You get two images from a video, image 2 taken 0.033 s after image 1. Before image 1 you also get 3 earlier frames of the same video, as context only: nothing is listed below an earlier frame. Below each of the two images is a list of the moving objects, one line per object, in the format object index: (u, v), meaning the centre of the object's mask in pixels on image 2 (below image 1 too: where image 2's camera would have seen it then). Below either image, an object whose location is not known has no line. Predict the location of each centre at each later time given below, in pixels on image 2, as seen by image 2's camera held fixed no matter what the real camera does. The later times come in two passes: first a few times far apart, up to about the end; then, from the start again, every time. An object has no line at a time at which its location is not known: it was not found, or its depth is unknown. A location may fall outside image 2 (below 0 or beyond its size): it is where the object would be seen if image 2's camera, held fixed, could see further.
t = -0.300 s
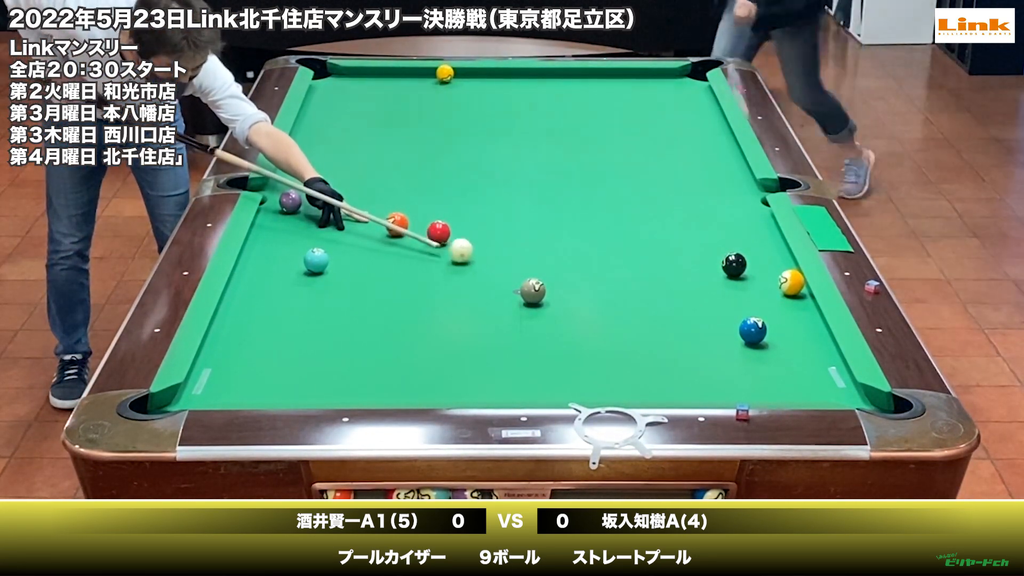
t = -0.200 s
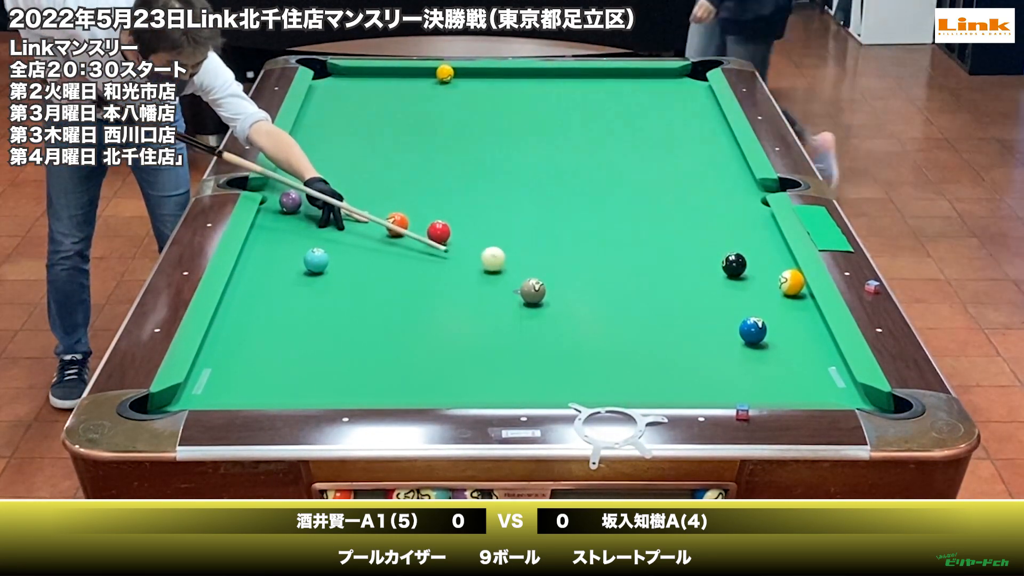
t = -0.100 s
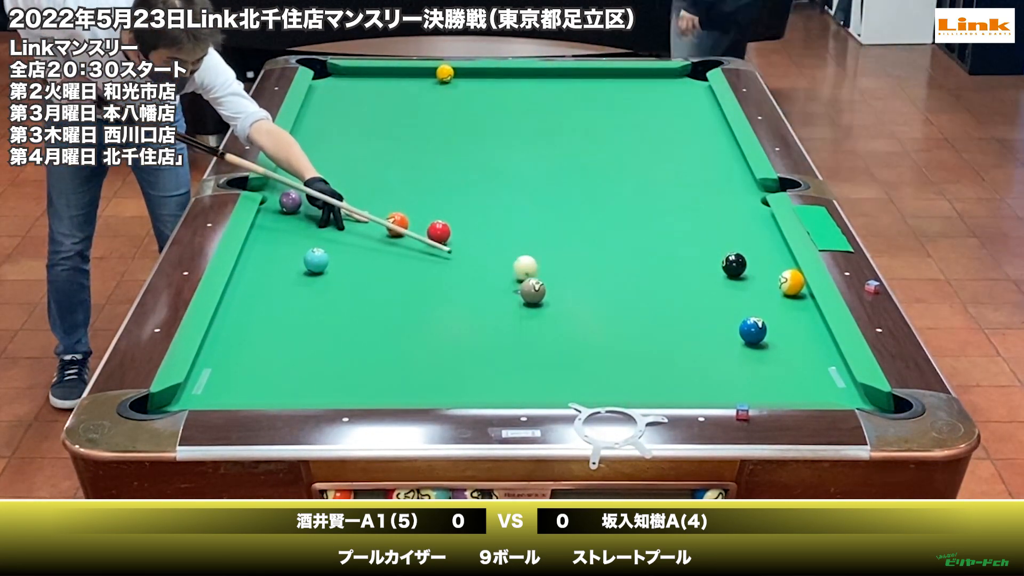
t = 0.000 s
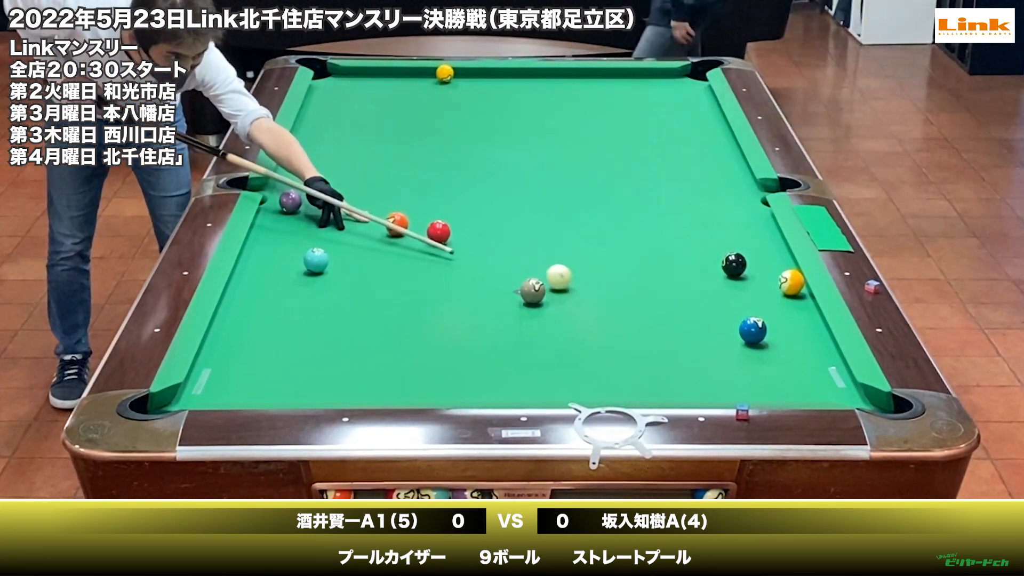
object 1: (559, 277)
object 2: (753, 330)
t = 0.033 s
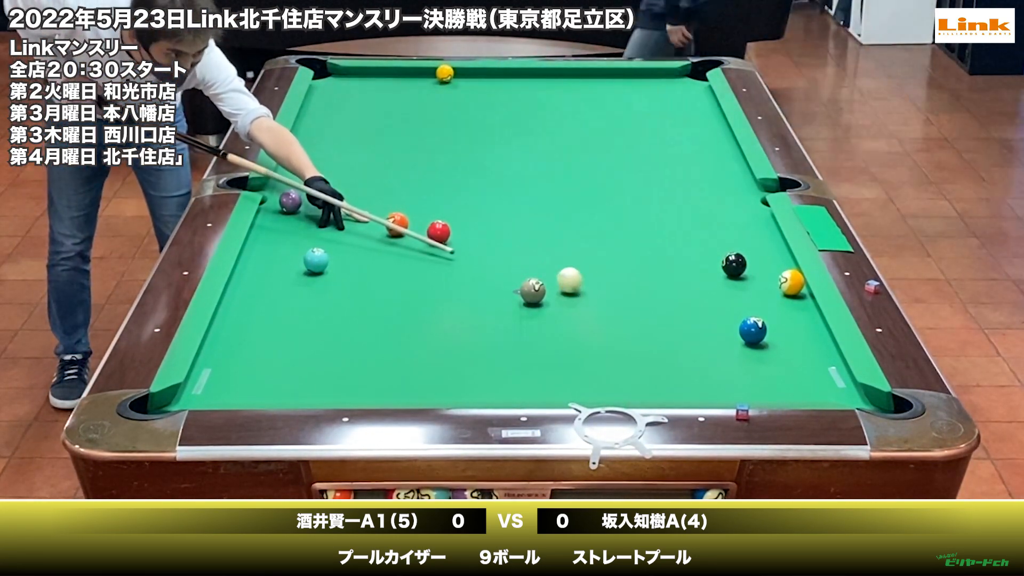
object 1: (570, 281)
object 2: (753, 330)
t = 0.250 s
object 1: (645, 301)
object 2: (753, 330)
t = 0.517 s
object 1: (729, 324)
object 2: (765, 333)
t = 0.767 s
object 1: (749, 328)
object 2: (825, 350)
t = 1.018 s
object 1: (767, 334)
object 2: (801, 359)
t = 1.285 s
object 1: (785, 339)
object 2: (777, 369)
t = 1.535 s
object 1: (800, 343)
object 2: (756, 377)
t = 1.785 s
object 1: (812, 345)
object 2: (736, 384)
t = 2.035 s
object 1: (823, 347)
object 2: (717, 389)
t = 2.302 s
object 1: (821, 349)
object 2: (699, 392)
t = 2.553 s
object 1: (819, 349)
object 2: (686, 391)
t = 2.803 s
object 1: (819, 350)
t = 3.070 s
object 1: (819, 350)
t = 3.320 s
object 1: (819, 350)
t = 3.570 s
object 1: (818, 349)
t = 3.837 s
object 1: (818, 349)
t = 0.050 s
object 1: (576, 282)
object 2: (753, 330)
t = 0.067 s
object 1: (582, 284)
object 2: (753, 330)
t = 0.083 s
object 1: (587, 286)
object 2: (753, 330)
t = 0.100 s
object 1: (592, 287)
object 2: (753, 330)
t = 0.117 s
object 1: (598, 289)
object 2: (753, 330)
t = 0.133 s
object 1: (604, 290)
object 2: (753, 330)
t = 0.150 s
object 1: (610, 292)
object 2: (753, 330)
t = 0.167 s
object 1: (615, 293)
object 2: (753, 330)
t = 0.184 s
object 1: (621, 295)
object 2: (753, 330)
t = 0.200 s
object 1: (627, 296)
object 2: (753, 330)
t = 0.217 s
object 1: (633, 298)
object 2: (753, 330)
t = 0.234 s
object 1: (639, 300)
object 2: (753, 330)
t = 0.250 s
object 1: (645, 301)
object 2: (753, 330)
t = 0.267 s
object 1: (651, 303)
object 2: (753, 330)
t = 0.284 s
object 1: (657, 305)
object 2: (753, 330)
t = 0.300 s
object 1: (662, 306)
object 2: (753, 330)
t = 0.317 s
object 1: (668, 308)
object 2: (753, 330)
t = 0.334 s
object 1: (675, 309)
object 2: (753, 330)
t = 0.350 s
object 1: (681, 310)
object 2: (753, 330)
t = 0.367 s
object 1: (686, 313)
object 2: (753, 330)
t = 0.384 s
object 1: (692, 314)
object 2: (753, 330)
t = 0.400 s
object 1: (698, 316)
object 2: (753, 330)
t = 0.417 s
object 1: (704, 317)
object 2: (753, 330)
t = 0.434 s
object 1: (710, 319)
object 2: (753, 330)
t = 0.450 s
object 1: (716, 320)
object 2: (753, 330)
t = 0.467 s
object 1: (723, 322)
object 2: (753, 330)
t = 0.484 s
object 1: (728, 324)
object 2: (753, 330)
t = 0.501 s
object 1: (728, 324)
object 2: (759, 332)
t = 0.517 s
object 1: (729, 324)
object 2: (765, 333)
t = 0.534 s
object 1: (730, 324)
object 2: (770, 335)
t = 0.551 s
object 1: (731, 324)
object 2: (775, 336)
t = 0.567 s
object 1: (733, 324)
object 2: (780, 337)
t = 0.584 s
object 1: (734, 325)
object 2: (784, 338)
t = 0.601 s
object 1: (735, 325)
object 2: (788, 339)
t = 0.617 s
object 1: (737, 325)
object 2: (792, 341)
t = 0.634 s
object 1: (738, 326)
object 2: (796, 342)
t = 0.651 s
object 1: (739, 326)
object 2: (800, 343)
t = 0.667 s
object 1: (741, 326)
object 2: (804, 344)
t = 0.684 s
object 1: (742, 327)
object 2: (809, 345)
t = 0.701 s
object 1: (743, 328)
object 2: (813, 346)
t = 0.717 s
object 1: (745, 328)
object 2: (817, 347)
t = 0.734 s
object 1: (746, 328)
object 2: (821, 348)
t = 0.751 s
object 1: (747, 328)
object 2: (825, 349)
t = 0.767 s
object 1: (749, 328)
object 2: (825, 350)
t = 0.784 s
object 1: (750, 329)
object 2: (823, 351)
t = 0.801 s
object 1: (751, 330)
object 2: (821, 351)
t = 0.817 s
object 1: (752, 330)
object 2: (820, 352)
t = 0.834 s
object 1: (753, 330)
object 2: (818, 352)
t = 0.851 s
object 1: (754, 331)
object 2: (817, 353)
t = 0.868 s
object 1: (756, 331)
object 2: (815, 354)
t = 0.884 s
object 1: (757, 331)
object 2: (814, 354)
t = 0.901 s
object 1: (759, 332)
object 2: (812, 355)
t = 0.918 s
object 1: (760, 332)
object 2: (810, 356)
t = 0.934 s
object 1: (761, 332)
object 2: (809, 356)
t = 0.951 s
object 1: (762, 333)
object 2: (807, 357)
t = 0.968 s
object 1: (763, 333)
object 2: (806, 358)
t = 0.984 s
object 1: (765, 333)
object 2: (804, 358)
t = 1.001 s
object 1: (766, 333)
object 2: (803, 359)
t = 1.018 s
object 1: (767, 334)
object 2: (801, 359)
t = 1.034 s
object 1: (768, 334)
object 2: (799, 360)
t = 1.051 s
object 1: (769, 334)
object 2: (798, 361)
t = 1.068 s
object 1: (770, 335)
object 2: (796, 361)
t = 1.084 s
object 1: (771, 335)
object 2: (795, 362)
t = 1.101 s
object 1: (773, 335)
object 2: (793, 362)
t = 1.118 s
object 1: (774, 336)
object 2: (792, 363)
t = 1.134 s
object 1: (775, 336)
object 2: (790, 363)
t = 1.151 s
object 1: (776, 336)
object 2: (789, 364)
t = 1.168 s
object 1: (777, 337)
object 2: (788, 364)
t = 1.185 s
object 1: (778, 337)
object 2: (786, 365)
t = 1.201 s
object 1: (779, 337)
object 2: (785, 365)
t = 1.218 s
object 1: (780, 337)
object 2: (783, 366)
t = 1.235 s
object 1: (782, 337)
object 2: (782, 366)
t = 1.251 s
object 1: (783, 338)
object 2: (780, 367)
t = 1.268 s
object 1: (784, 338)
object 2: (779, 368)
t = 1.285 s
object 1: (785, 339)
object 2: (777, 369)
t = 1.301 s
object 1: (786, 339)
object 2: (776, 369)
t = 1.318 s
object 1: (787, 339)
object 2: (774, 370)
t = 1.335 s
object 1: (788, 340)
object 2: (773, 370)
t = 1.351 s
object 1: (789, 340)
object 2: (771, 371)
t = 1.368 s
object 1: (790, 340)
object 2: (770, 372)
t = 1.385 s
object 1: (791, 340)
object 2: (768, 372)
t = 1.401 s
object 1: (792, 341)
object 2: (767, 372)
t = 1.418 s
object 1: (793, 341)
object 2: (766, 373)
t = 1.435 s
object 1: (794, 341)
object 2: (764, 373)
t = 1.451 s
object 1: (795, 341)
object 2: (763, 374)
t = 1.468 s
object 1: (796, 342)
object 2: (761, 374)
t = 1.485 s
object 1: (797, 342)
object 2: (760, 375)
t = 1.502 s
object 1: (798, 342)
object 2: (759, 376)
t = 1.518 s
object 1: (799, 342)
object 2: (757, 376)
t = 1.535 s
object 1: (800, 343)
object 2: (756, 377)
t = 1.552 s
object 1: (801, 343)
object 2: (754, 377)
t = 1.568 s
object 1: (802, 343)
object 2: (753, 378)
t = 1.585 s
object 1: (803, 343)
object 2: (751, 378)
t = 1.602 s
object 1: (803, 343)
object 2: (750, 379)
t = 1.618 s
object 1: (804, 343)
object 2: (749, 379)
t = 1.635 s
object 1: (805, 344)
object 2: (747, 380)
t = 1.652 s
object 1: (805, 344)
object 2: (746, 381)
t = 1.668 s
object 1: (806, 344)
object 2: (745, 381)
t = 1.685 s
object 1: (808, 344)
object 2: (743, 381)
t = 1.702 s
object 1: (808, 345)
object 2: (742, 382)
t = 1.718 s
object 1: (809, 345)
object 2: (741, 382)
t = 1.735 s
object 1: (810, 345)
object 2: (739, 383)
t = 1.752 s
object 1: (811, 345)
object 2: (738, 383)
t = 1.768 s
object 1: (812, 345)
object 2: (737, 383)
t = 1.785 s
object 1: (812, 345)
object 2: (736, 384)
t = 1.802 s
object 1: (813, 345)
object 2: (734, 384)
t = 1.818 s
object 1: (814, 346)
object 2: (733, 385)
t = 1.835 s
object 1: (815, 346)
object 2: (732, 385)
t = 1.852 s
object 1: (816, 346)
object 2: (730, 386)
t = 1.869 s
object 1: (817, 346)
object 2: (729, 386)
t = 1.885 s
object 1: (817, 346)
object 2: (728, 386)
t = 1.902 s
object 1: (818, 346)
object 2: (727, 386)
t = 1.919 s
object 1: (818, 347)
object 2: (726, 387)
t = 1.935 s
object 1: (819, 347)
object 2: (724, 387)
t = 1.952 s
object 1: (820, 347)
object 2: (723, 387)
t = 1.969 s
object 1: (820, 347)
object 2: (722, 388)
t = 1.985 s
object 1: (821, 347)
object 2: (721, 388)
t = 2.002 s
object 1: (822, 347)
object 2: (719, 388)
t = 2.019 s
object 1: (822, 347)
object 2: (718, 388)
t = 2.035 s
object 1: (823, 347)
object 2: (717, 389)
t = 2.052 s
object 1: (823, 348)
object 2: (716, 389)
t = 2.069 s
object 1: (824, 348)
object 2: (715, 389)
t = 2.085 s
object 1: (824, 348)
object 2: (713, 389)
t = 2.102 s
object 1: (824, 348)
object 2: (712, 390)
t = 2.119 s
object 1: (824, 348)
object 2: (711, 390)
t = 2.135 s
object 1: (824, 348)
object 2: (710, 390)
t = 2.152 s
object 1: (823, 348)
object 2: (709, 390)
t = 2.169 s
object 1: (823, 348)
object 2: (708, 390)
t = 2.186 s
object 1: (823, 348)
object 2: (707, 391)
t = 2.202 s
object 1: (823, 349)
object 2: (705, 391)
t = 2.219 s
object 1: (822, 349)
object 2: (704, 391)
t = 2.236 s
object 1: (822, 349)
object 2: (703, 391)
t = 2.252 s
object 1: (822, 349)
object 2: (702, 391)
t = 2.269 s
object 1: (822, 349)
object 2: (701, 392)
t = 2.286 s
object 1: (821, 349)
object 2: (700, 392)
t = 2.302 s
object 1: (821, 349)
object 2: (699, 392)
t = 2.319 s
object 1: (821, 349)
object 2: (698, 392)
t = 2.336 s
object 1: (821, 349)
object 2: (697, 392)
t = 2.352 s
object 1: (821, 349)
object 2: (696, 392)
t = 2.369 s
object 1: (821, 349)
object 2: (695, 392)
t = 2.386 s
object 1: (821, 349)
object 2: (694, 392)
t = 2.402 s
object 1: (821, 349)
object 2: (693, 392)
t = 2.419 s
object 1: (820, 349)
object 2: (692, 392)
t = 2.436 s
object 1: (820, 349)
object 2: (691, 392)
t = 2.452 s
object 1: (820, 349)
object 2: (691, 391)
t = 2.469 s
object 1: (820, 349)
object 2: (690, 391)
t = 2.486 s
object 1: (820, 349)
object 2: (689, 391)
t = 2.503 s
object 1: (820, 349)
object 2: (688, 391)
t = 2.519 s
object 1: (819, 349)
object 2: (688, 391)
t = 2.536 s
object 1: (819, 349)
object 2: (687, 391)
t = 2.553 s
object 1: (819, 349)
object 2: (686, 391)
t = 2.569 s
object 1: (819, 349)
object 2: (685, 391)
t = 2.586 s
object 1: (819, 349)
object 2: (685, 391)
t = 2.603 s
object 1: (819, 349)
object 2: (684, 391)
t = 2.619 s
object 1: (819, 349)
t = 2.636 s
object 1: (819, 349)
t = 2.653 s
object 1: (819, 350)
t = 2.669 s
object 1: (819, 350)
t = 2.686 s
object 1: (819, 349)
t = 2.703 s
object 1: (819, 349)
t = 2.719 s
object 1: (819, 349)
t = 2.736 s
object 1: (819, 349)
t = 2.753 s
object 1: (819, 350)
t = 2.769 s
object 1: (818, 350)
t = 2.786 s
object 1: (818, 350)
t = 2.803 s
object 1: (819, 350)
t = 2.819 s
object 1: (819, 349)
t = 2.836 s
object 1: (819, 350)
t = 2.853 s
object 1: (819, 350)
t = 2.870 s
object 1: (818, 350)
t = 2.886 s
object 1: (819, 350)
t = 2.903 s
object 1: (818, 350)
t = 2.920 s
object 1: (819, 350)
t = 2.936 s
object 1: (819, 350)
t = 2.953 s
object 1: (819, 350)
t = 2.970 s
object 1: (819, 350)
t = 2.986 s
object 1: (819, 350)
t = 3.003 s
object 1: (819, 350)
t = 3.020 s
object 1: (819, 350)
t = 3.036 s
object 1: (818, 350)
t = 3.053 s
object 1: (819, 350)
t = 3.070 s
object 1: (819, 350)
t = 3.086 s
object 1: (819, 350)
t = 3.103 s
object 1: (819, 350)
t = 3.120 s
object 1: (819, 350)
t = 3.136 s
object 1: (819, 350)
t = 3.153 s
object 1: (819, 349)
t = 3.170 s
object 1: (819, 350)
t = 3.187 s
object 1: (819, 350)
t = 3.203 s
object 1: (819, 350)
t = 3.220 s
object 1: (819, 350)
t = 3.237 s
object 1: (819, 350)
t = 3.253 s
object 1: (819, 350)
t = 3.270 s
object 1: (819, 350)
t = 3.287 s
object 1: (819, 350)
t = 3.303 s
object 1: (819, 349)
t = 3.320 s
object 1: (819, 350)
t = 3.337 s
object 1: (819, 350)
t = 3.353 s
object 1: (819, 350)
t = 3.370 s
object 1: (819, 350)
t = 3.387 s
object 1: (819, 350)
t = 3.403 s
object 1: (819, 350)
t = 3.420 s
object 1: (819, 349)
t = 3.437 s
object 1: (819, 349)
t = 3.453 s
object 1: (819, 349)
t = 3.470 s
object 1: (819, 350)
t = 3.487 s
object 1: (819, 350)
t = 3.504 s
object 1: (819, 349)
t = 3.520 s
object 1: (819, 349)
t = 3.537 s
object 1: (819, 349)
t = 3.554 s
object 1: (819, 349)
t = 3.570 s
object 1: (818, 349)
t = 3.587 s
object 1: (818, 350)
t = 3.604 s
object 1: (819, 349)
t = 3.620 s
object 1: (818, 349)
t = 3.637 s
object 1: (818, 349)
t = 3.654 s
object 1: (818, 349)
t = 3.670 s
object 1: (819, 349)
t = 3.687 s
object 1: (819, 349)
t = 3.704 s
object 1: (818, 349)
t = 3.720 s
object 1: (818, 349)
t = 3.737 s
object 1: (819, 349)
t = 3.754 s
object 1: (818, 349)
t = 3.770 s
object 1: (818, 349)
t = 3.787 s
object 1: (818, 349)
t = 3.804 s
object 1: (818, 349)
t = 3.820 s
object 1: (818, 350)
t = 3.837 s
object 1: (818, 349)
